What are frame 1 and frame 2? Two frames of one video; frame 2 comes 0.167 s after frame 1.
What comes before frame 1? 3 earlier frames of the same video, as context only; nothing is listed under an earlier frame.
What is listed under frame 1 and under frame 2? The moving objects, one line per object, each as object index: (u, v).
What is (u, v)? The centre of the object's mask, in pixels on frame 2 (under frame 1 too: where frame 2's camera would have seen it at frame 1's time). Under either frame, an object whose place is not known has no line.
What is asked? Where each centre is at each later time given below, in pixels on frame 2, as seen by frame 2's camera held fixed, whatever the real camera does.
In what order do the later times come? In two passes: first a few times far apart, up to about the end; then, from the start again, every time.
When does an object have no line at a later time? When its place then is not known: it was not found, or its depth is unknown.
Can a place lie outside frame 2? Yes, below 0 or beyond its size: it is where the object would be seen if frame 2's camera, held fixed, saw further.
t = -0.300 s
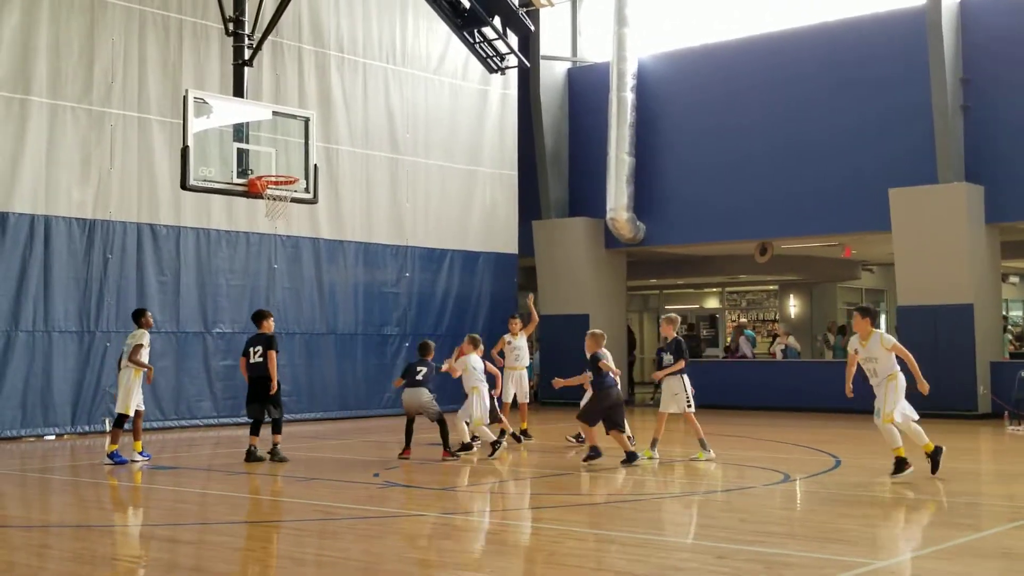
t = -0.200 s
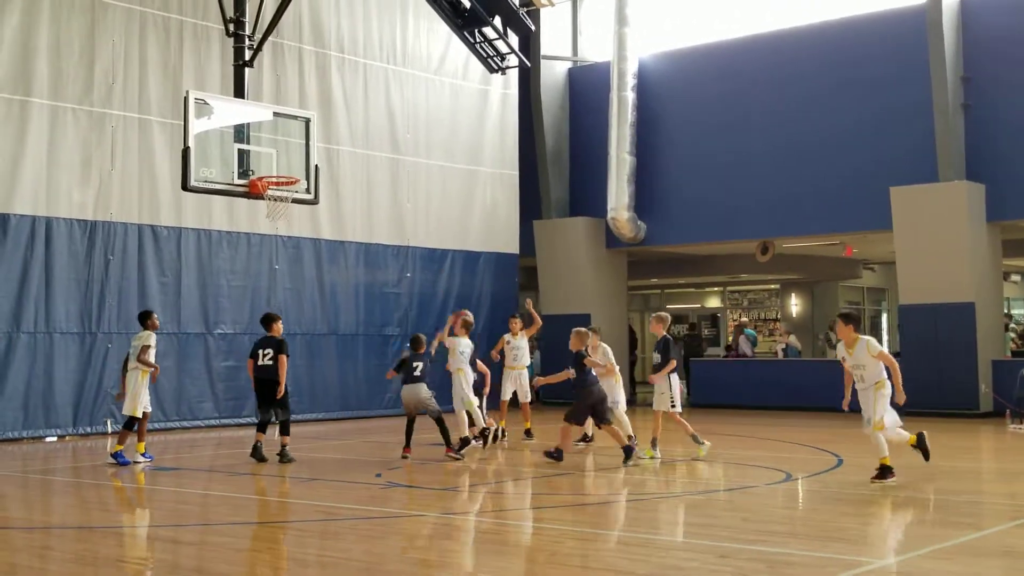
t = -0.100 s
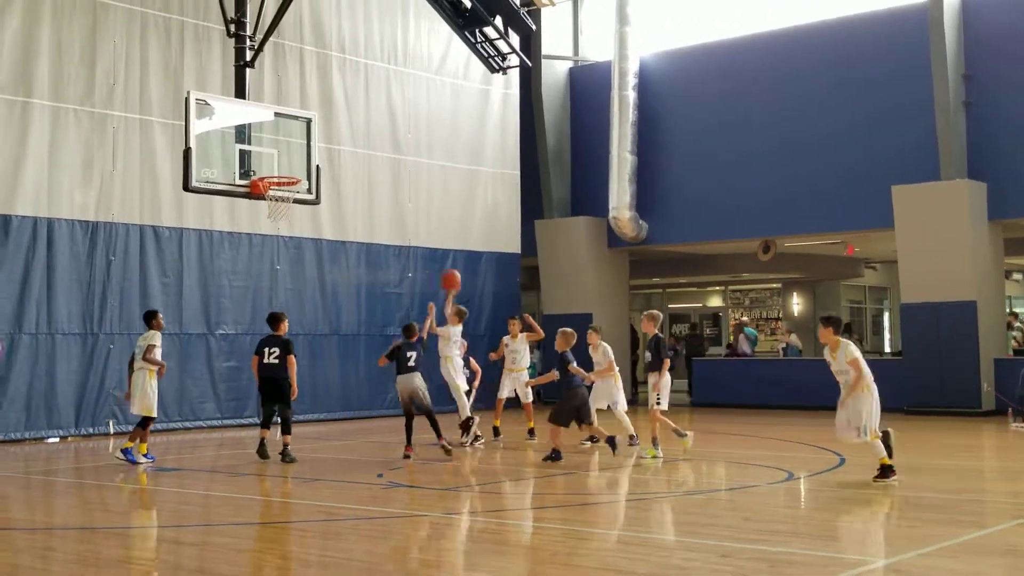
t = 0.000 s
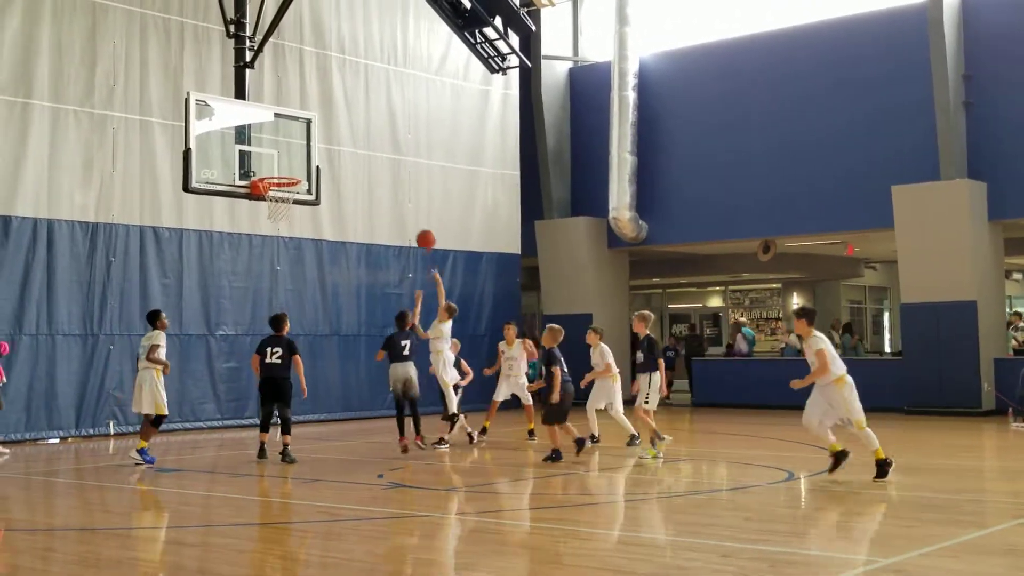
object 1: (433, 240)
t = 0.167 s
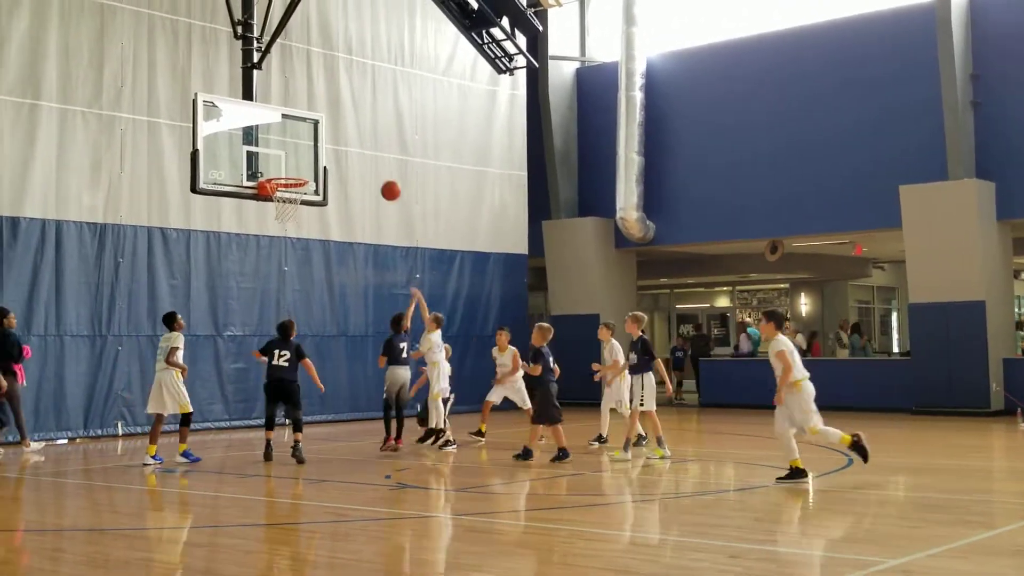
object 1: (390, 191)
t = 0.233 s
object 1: (374, 178)
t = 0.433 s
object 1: (325, 163)
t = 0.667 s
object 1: (281, 187)
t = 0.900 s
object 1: (309, 218)
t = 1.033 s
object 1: (319, 246)
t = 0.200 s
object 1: (382, 184)
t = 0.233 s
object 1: (374, 178)
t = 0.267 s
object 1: (365, 173)
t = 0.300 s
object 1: (357, 169)
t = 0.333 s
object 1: (349, 166)
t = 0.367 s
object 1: (341, 164)
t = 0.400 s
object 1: (333, 163)
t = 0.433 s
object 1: (325, 163)
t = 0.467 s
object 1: (316, 164)
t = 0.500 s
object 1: (308, 166)
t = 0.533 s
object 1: (300, 168)
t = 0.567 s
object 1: (292, 172)
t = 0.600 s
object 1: (283, 173)
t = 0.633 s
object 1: (275, 176)
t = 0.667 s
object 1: (281, 187)
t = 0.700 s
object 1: (287, 192)
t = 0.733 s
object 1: (294, 199)
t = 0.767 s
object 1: (299, 205)
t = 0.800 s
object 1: (302, 207)
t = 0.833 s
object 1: (304, 211)
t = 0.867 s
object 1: (307, 213)
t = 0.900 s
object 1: (309, 218)
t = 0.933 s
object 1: (312, 224)
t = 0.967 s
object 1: (314, 230)
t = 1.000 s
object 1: (317, 238)
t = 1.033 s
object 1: (319, 246)
